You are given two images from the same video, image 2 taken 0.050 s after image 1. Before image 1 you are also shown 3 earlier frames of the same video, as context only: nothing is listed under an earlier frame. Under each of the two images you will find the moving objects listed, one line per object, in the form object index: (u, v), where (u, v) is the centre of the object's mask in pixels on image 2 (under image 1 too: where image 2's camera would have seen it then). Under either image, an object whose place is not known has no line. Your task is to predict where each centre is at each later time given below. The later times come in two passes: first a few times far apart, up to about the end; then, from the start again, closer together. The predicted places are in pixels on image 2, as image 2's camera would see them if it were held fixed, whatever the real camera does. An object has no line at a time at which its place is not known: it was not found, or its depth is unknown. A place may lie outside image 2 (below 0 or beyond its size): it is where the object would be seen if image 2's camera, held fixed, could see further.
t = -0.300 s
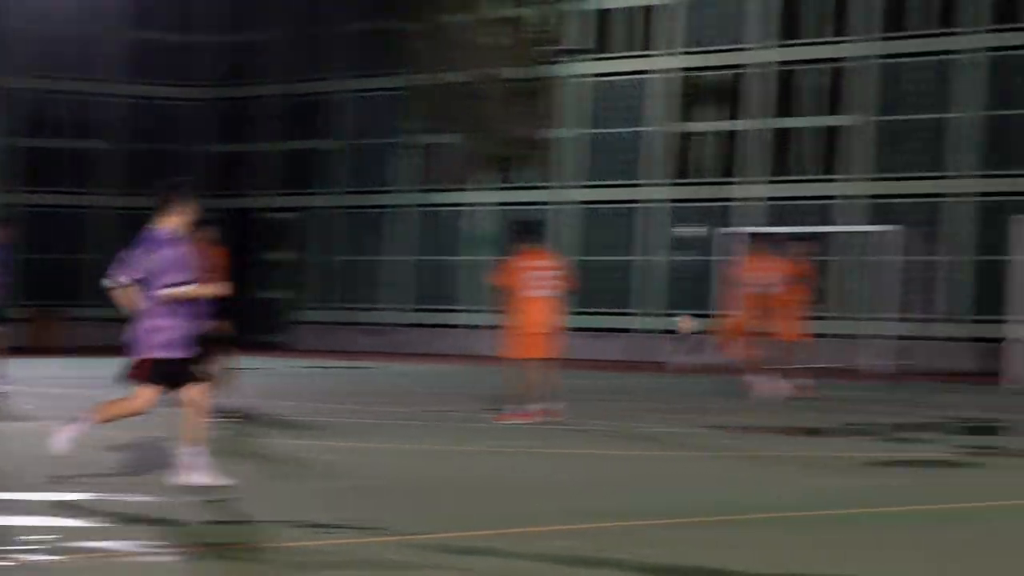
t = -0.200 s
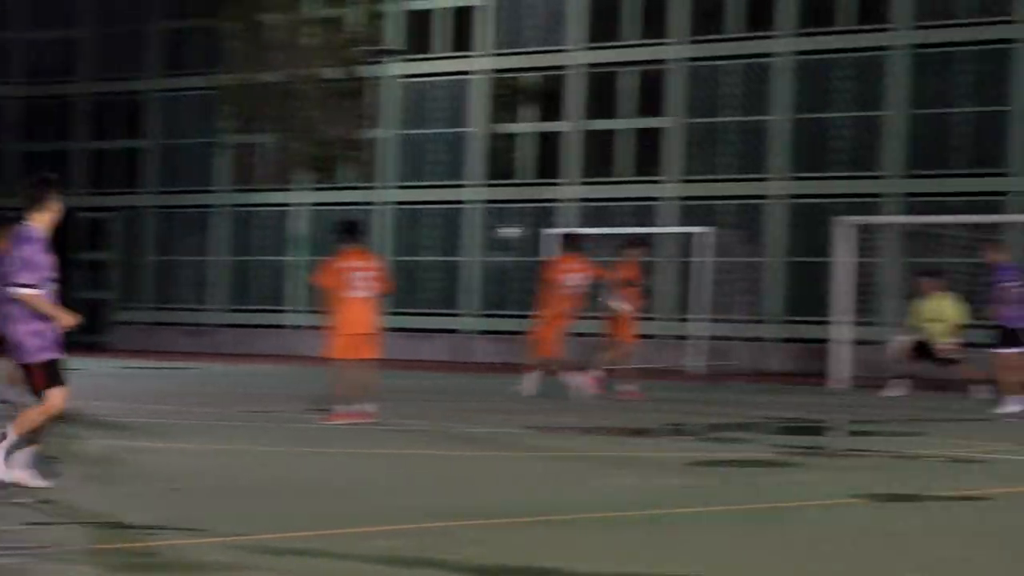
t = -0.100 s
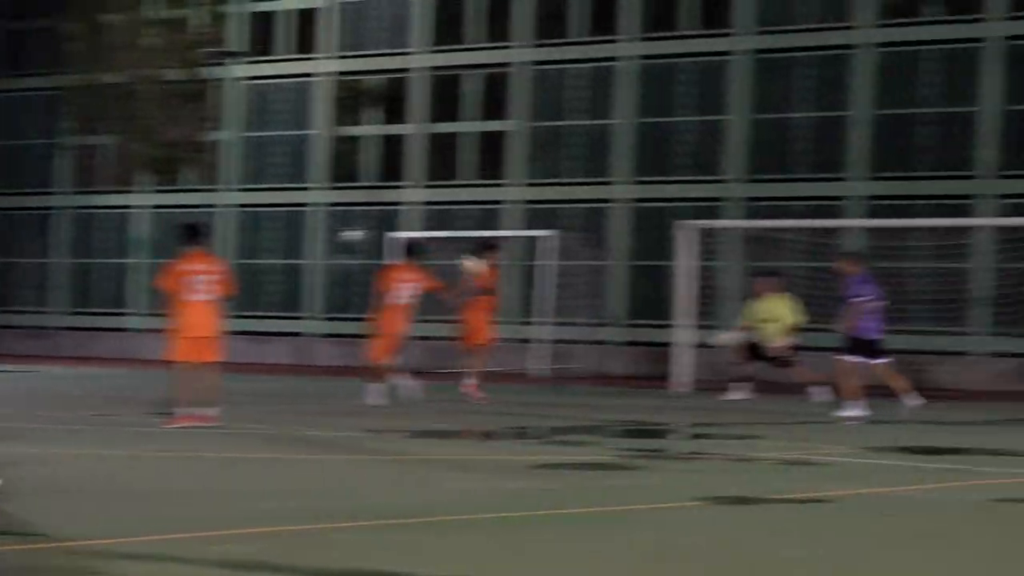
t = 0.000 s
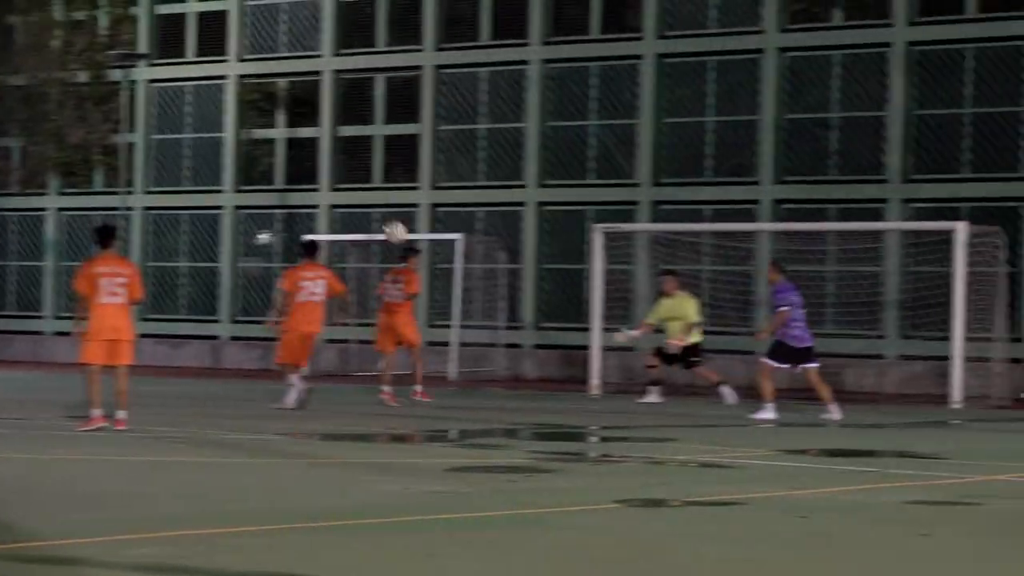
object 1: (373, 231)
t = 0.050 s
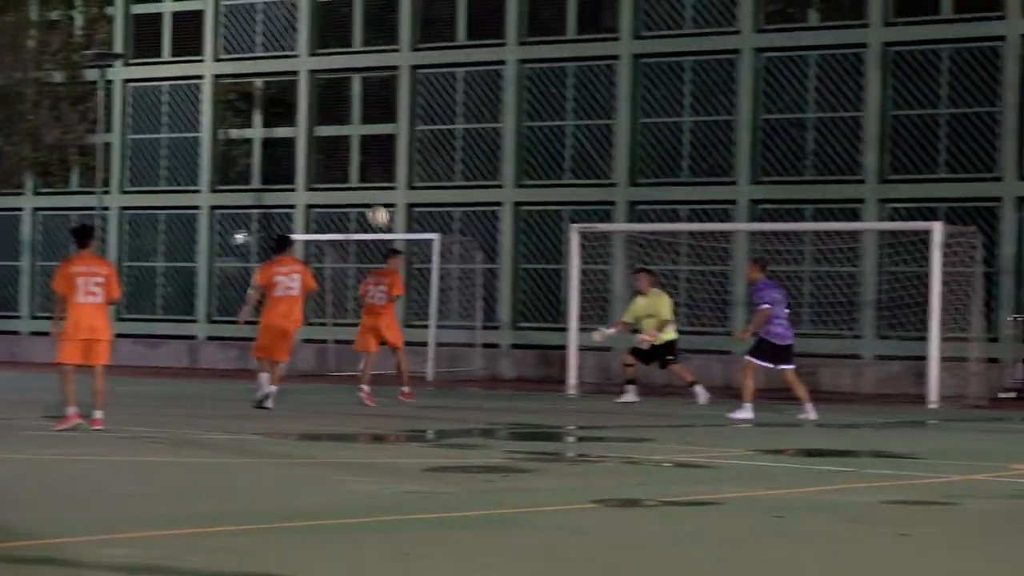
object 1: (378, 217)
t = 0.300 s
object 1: (413, 172)
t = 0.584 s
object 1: (459, 198)
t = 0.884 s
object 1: (521, 331)
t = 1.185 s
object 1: (588, 340)
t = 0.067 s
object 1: (380, 212)
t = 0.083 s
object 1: (382, 207)
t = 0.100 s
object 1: (384, 203)
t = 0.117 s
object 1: (386, 199)
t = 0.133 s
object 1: (388, 195)
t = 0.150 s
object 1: (390, 191)
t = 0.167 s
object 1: (392, 188)
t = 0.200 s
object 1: (397, 183)
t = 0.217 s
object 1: (399, 181)
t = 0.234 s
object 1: (402, 179)
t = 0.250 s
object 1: (404, 177)
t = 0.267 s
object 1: (407, 175)
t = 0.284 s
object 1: (409, 174)
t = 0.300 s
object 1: (413, 172)
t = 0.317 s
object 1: (414, 172)
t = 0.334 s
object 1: (417, 172)
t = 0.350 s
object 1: (419, 171)
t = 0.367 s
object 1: (422, 172)
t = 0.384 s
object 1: (424, 172)
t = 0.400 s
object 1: (427, 173)
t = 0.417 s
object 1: (430, 173)
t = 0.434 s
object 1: (433, 174)
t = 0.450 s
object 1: (436, 176)
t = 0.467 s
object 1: (439, 178)
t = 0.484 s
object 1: (442, 180)
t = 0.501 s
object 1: (444, 182)
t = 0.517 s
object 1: (447, 184)
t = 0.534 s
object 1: (451, 187)
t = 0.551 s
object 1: (453, 192)
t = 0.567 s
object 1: (456, 194)
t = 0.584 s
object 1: (459, 198)
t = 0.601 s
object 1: (463, 204)
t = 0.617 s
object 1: (466, 208)
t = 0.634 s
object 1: (469, 213)
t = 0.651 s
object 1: (472, 218)
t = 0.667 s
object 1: (476, 224)
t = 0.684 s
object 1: (479, 230)
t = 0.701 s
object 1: (482, 236)
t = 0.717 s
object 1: (486, 243)
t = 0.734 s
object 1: (489, 250)
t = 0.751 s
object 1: (492, 257)
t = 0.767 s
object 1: (496, 265)
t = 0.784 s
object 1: (499, 273)
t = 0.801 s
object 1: (503, 283)
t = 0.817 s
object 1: (507, 291)
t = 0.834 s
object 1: (510, 301)
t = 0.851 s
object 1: (514, 310)
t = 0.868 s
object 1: (518, 320)
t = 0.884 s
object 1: (521, 331)
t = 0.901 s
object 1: (525, 341)
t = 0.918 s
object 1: (529, 354)
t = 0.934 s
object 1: (533, 366)
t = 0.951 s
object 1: (536, 377)
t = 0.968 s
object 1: (540, 391)
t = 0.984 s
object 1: (544, 403)
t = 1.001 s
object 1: (548, 416)
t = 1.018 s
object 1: (552, 430)
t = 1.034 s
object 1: (556, 428)
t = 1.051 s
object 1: (559, 417)
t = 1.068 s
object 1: (562, 406)
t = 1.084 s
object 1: (566, 396)
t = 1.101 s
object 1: (569, 387)
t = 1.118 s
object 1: (573, 377)
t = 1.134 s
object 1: (577, 367)
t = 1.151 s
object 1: (580, 358)
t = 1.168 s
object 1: (585, 349)
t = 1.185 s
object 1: (588, 340)
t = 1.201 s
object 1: (591, 332)
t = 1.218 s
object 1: (595, 325)
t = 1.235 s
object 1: (598, 318)
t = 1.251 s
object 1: (602, 311)
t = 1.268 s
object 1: (606, 305)
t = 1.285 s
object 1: (609, 299)
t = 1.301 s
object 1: (613, 293)
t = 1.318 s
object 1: (617, 287)
